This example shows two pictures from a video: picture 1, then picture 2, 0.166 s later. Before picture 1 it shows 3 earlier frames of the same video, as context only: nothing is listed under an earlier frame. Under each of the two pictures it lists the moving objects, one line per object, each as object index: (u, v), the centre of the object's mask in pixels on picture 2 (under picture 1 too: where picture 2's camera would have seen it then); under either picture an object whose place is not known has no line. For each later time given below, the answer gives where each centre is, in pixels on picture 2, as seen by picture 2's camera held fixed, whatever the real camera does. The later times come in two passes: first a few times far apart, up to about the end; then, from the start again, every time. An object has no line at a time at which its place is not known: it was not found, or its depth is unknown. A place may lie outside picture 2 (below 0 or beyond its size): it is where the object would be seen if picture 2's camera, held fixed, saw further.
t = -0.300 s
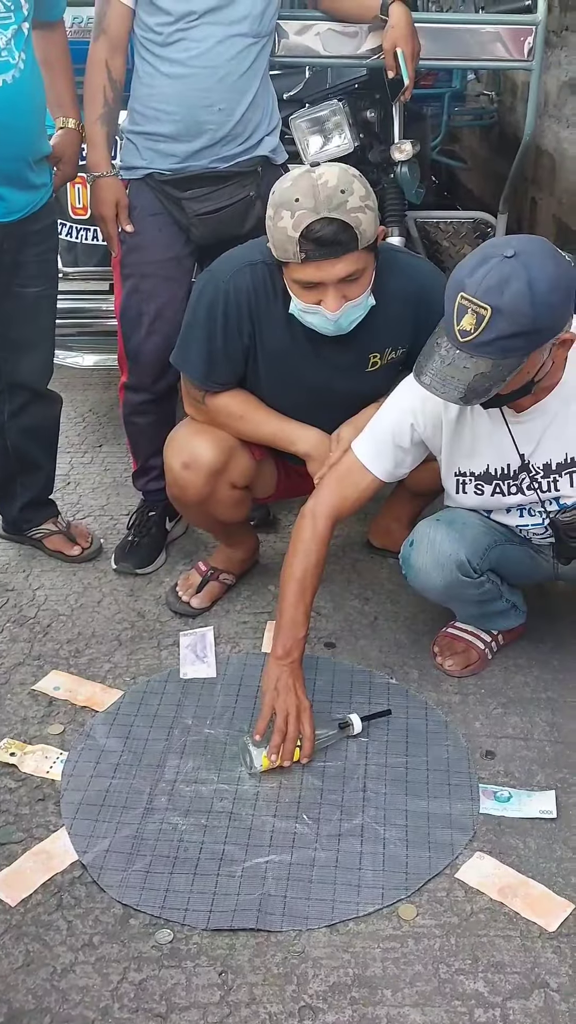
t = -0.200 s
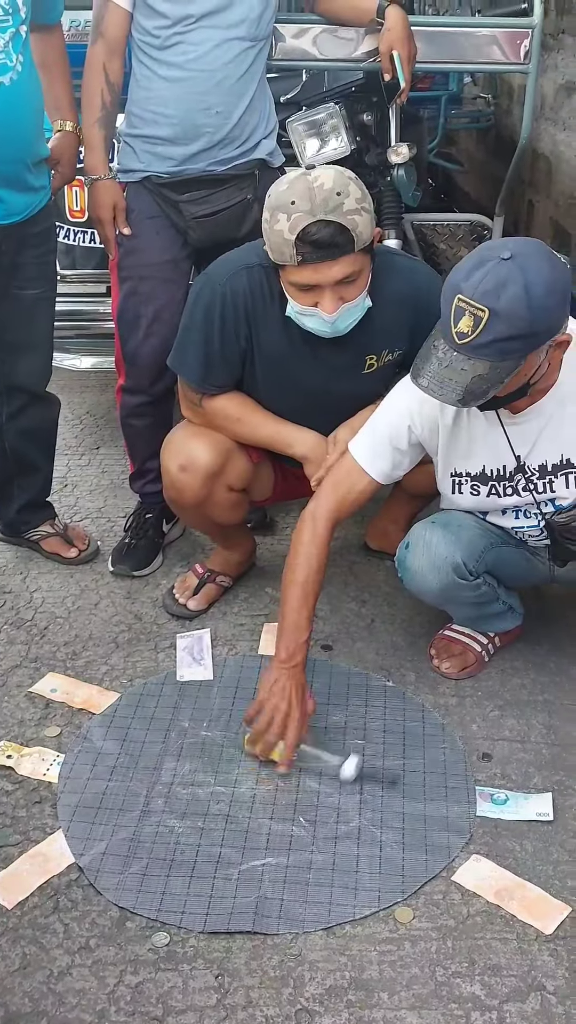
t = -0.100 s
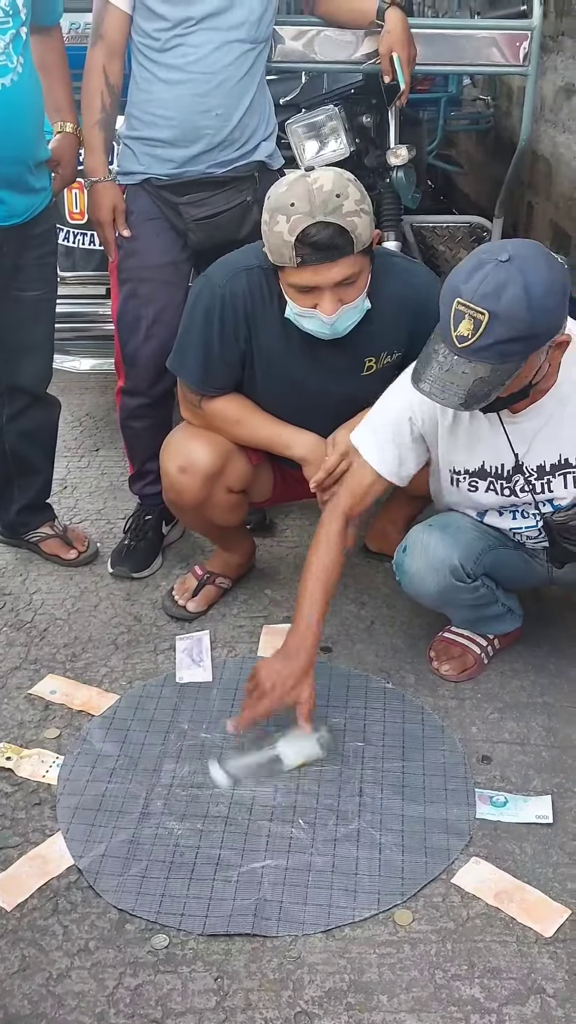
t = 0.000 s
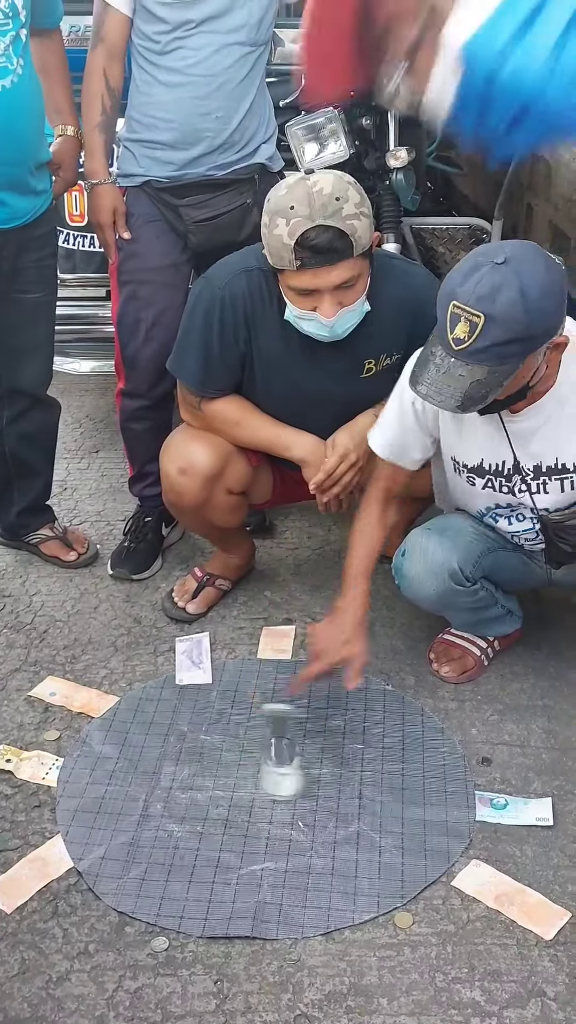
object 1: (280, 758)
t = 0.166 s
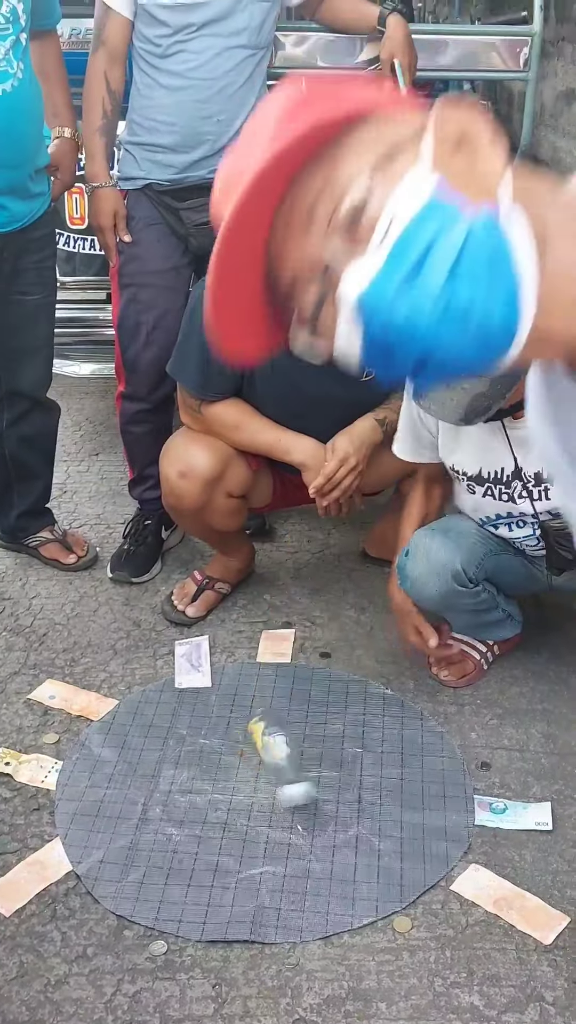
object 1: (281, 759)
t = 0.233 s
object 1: (266, 757)
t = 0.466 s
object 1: (289, 738)
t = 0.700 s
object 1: (270, 755)
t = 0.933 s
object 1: (273, 737)
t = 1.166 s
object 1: (289, 738)
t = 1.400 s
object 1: (297, 753)
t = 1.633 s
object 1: (279, 756)
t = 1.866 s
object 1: (271, 748)
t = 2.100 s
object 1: (267, 743)
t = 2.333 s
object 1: (273, 741)
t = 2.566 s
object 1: (273, 741)
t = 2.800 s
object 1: (273, 741)
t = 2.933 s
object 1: (273, 741)
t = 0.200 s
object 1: (272, 759)
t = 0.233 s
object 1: (266, 757)
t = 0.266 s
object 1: (256, 756)
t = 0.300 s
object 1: (253, 748)
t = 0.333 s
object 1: (270, 746)
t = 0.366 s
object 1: (271, 742)
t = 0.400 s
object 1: (277, 745)
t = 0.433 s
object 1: (281, 742)
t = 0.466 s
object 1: (289, 738)
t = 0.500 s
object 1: (298, 739)
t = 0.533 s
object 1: (305, 746)
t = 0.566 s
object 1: (289, 748)
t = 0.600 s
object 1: (296, 755)
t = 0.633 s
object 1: (291, 763)
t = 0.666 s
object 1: (279, 761)
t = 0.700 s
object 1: (270, 755)
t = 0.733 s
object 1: (260, 760)
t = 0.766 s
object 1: (258, 752)
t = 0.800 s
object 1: (254, 749)
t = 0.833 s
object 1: (257, 742)
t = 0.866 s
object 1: (264, 738)
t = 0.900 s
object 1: (270, 738)
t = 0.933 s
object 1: (273, 737)
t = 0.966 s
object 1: (276, 738)
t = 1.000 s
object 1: (278, 739)
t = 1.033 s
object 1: (278, 739)
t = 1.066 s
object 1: (280, 739)
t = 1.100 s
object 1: (282, 739)
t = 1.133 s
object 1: (285, 738)
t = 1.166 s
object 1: (289, 738)
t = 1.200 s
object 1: (292, 740)
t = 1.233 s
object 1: (295, 741)
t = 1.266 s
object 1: (299, 744)
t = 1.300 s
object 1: (299, 748)
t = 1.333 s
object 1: (297, 749)
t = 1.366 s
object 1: (297, 751)
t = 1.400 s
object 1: (297, 753)
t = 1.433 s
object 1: (295, 754)
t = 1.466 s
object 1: (293, 753)
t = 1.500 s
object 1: (290, 754)
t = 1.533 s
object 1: (287, 754)
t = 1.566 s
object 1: (284, 754)
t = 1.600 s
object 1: (282, 755)
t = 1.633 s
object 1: (279, 756)
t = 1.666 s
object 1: (276, 754)
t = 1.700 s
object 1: (274, 753)
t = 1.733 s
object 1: (273, 752)
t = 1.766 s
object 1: (273, 750)
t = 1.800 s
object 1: (272, 750)
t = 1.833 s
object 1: (271, 749)
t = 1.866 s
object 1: (271, 748)
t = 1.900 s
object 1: (271, 747)
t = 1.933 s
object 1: (270, 746)
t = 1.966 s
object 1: (270, 746)
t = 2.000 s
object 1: (270, 745)
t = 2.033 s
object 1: (270, 744)
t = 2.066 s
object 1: (269, 743)
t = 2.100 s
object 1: (267, 743)
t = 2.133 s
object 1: (269, 742)
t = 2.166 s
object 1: (269, 742)
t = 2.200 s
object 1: (270, 742)
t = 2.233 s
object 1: (272, 741)
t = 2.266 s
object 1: (272, 741)
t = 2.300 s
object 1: (272, 740)
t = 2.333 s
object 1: (273, 741)
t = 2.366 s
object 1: (273, 741)
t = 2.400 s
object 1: (273, 741)
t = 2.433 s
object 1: (274, 741)
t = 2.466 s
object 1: (274, 741)
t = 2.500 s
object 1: (273, 741)
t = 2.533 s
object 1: (273, 741)
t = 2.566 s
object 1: (273, 741)
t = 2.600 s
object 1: (272, 741)
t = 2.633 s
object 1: (273, 741)
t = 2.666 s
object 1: (273, 741)
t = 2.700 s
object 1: (273, 741)
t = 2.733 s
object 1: (273, 741)
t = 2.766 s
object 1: (273, 741)
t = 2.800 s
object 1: (273, 741)
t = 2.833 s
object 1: (272, 741)
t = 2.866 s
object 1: (273, 741)
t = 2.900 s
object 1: (272, 741)
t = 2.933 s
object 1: (273, 741)
